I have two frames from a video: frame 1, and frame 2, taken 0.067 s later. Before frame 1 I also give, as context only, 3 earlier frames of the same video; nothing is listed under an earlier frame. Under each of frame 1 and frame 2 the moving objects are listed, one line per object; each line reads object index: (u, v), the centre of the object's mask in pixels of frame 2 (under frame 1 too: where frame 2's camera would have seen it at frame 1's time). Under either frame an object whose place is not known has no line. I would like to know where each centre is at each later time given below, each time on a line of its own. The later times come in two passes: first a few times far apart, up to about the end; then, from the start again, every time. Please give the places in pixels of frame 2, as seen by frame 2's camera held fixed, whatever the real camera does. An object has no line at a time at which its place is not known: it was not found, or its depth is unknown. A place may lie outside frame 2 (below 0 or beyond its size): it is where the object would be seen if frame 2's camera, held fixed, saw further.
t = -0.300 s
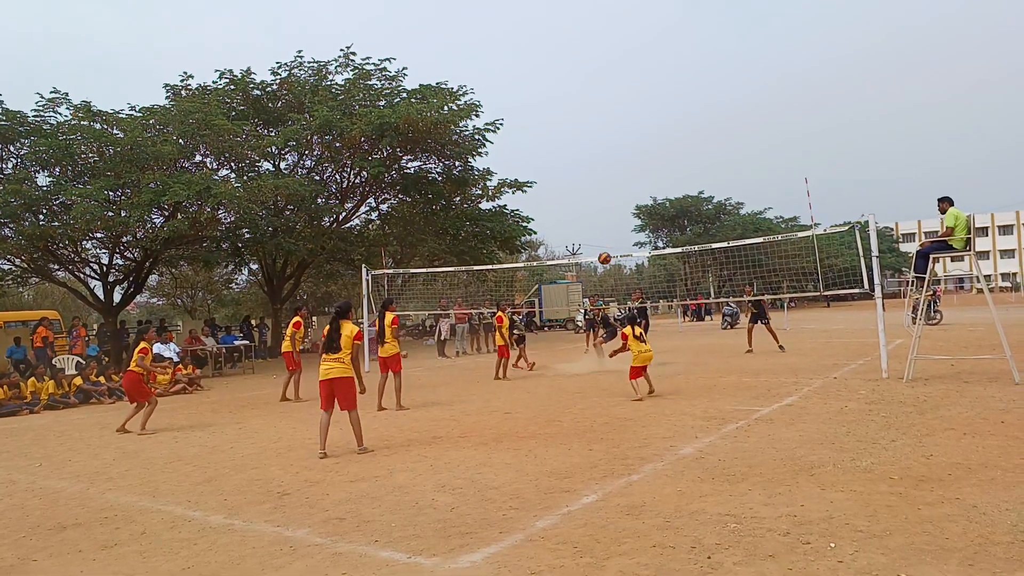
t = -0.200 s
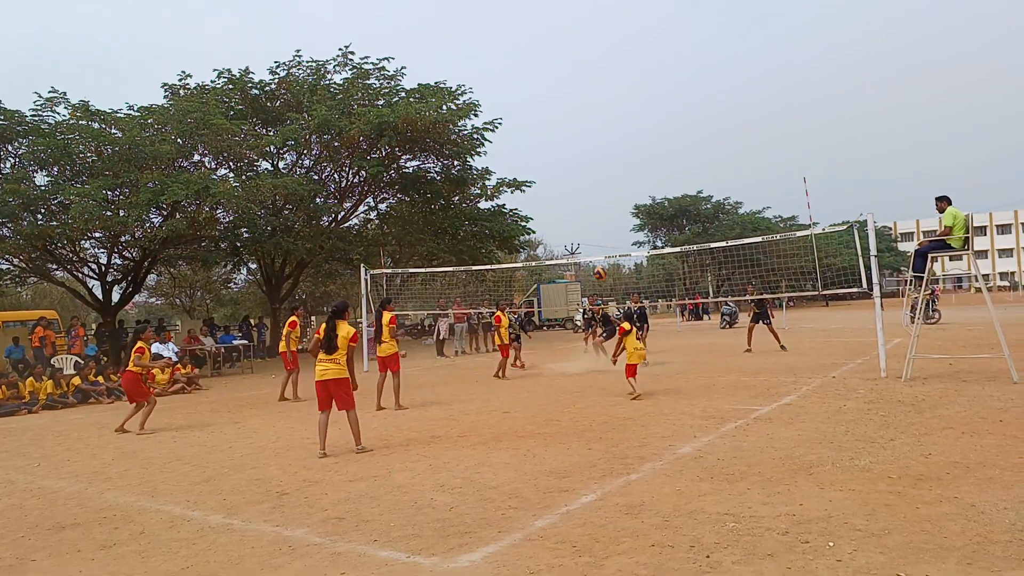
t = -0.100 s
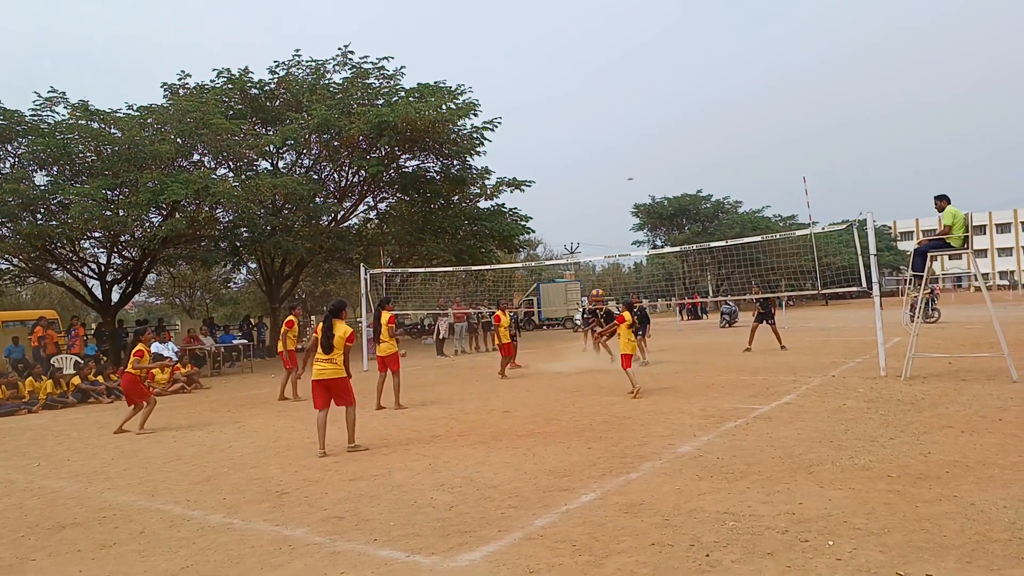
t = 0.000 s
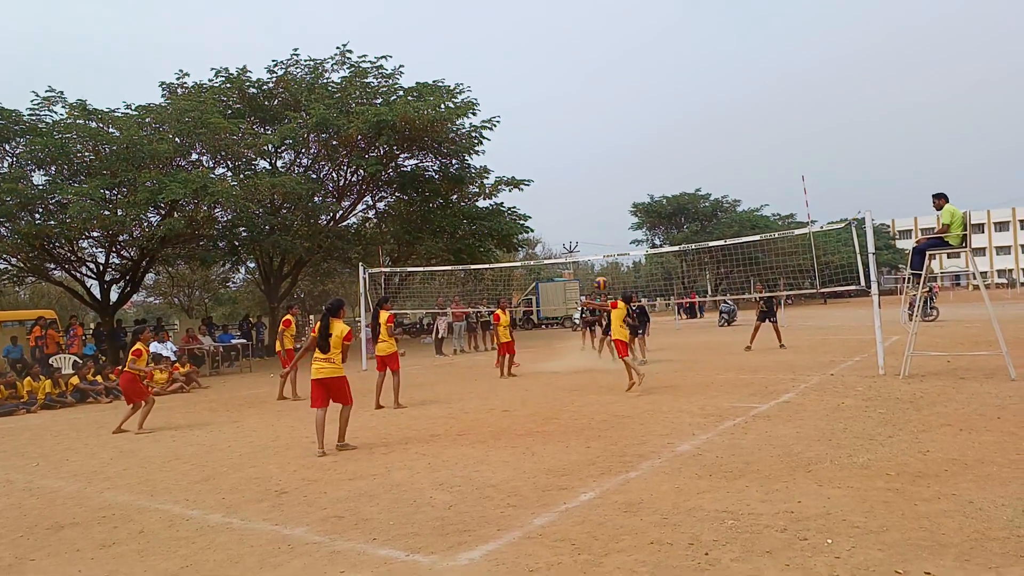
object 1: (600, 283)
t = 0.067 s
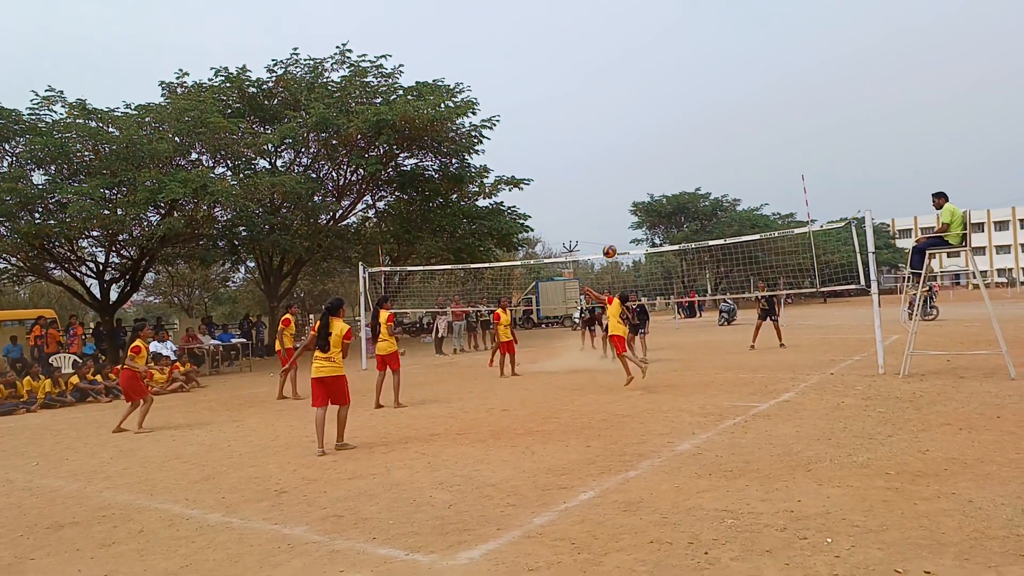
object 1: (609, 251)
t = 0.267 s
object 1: (635, 179)
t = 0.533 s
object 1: (667, 126)
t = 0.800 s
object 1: (698, 115)
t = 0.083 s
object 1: (612, 244)
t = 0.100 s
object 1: (614, 237)
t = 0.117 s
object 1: (616, 231)
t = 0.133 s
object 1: (618, 224)
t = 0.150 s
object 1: (620, 218)
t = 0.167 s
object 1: (622, 212)
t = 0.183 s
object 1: (624, 206)
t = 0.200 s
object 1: (626, 200)
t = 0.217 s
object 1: (628, 195)
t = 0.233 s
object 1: (630, 189)
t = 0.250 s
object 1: (632, 184)
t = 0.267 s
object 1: (635, 179)
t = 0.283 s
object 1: (637, 174)
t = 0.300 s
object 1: (639, 170)
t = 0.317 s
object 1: (641, 165)
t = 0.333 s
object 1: (643, 161)
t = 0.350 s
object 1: (645, 158)
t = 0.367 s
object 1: (647, 154)
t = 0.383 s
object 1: (650, 150)
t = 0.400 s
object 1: (651, 147)
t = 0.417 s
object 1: (653, 144)
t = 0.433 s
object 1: (655, 141)
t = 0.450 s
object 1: (657, 138)
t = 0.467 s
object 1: (659, 135)
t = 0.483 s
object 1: (661, 132)
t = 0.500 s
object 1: (663, 130)
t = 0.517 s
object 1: (665, 128)
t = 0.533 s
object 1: (667, 126)
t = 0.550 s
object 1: (669, 124)
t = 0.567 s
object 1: (672, 122)
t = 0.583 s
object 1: (674, 121)
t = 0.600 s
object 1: (676, 119)
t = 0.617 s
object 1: (678, 118)
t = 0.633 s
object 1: (679, 117)
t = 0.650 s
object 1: (681, 117)
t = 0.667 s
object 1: (683, 116)
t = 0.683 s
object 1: (685, 115)
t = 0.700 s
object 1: (687, 115)
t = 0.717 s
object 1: (689, 114)
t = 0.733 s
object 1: (691, 114)
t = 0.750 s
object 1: (693, 114)
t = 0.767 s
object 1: (694, 114)
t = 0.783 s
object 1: (696, 115)
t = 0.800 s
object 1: (698, 115)
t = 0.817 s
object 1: (700, 116)
